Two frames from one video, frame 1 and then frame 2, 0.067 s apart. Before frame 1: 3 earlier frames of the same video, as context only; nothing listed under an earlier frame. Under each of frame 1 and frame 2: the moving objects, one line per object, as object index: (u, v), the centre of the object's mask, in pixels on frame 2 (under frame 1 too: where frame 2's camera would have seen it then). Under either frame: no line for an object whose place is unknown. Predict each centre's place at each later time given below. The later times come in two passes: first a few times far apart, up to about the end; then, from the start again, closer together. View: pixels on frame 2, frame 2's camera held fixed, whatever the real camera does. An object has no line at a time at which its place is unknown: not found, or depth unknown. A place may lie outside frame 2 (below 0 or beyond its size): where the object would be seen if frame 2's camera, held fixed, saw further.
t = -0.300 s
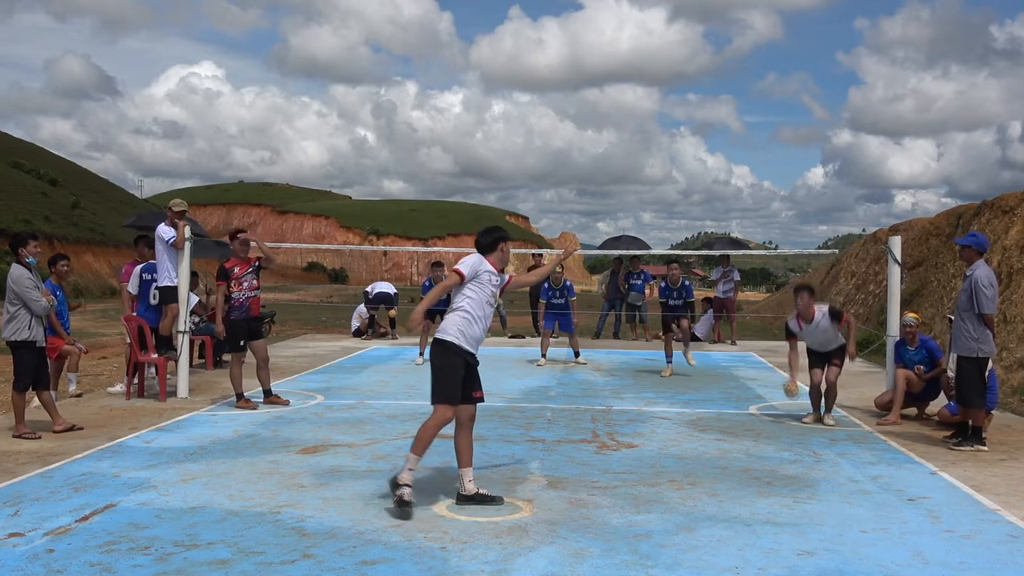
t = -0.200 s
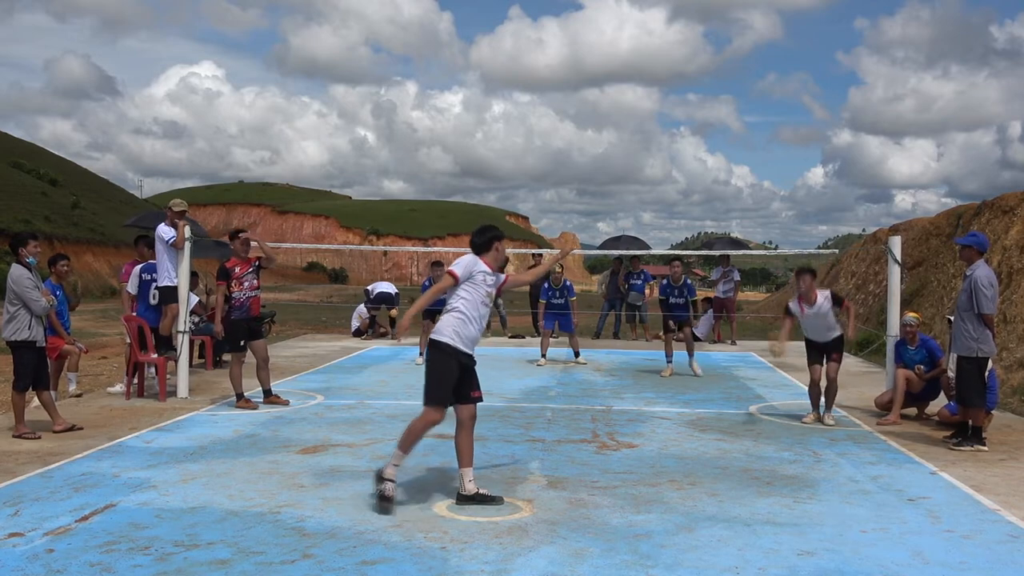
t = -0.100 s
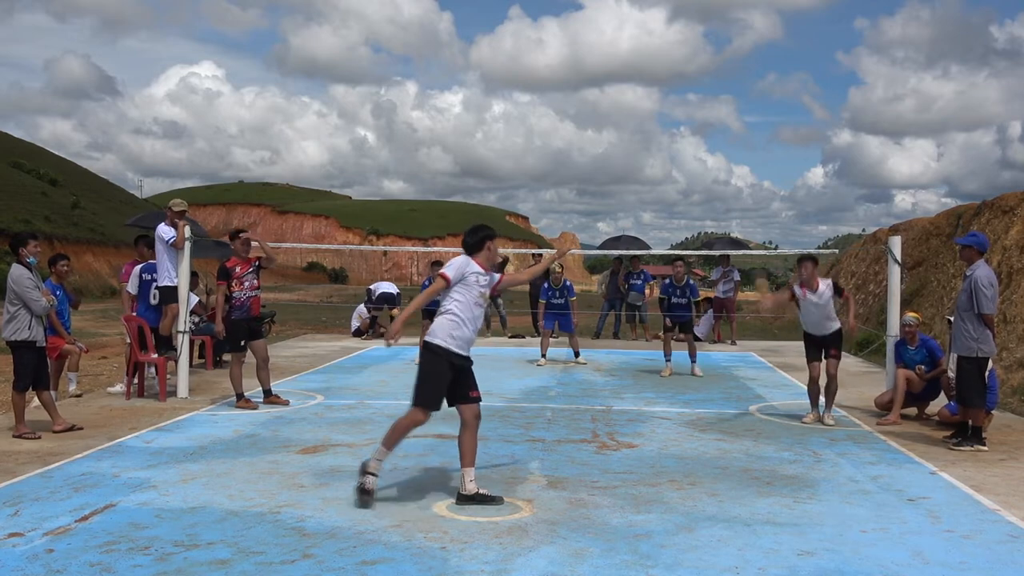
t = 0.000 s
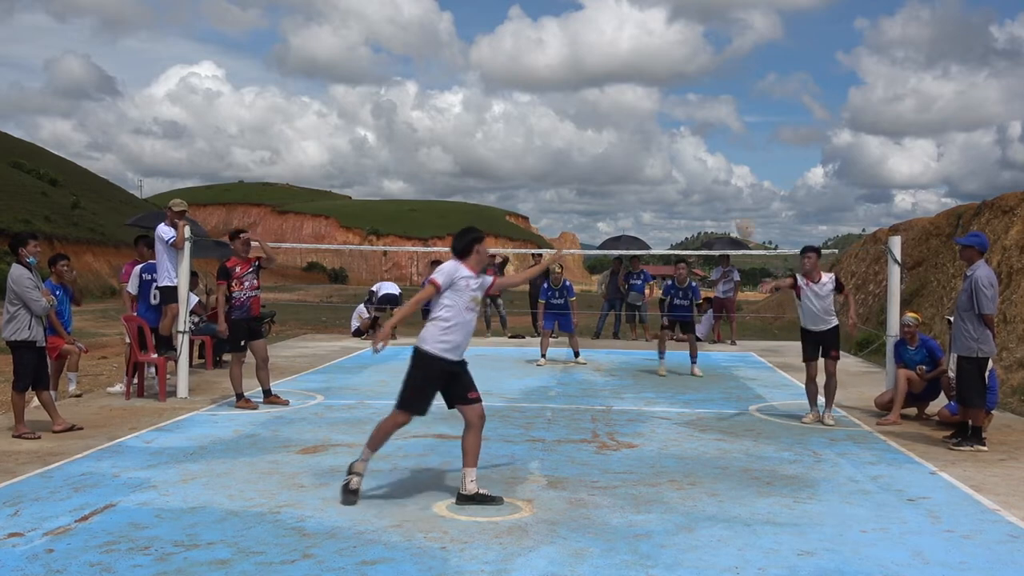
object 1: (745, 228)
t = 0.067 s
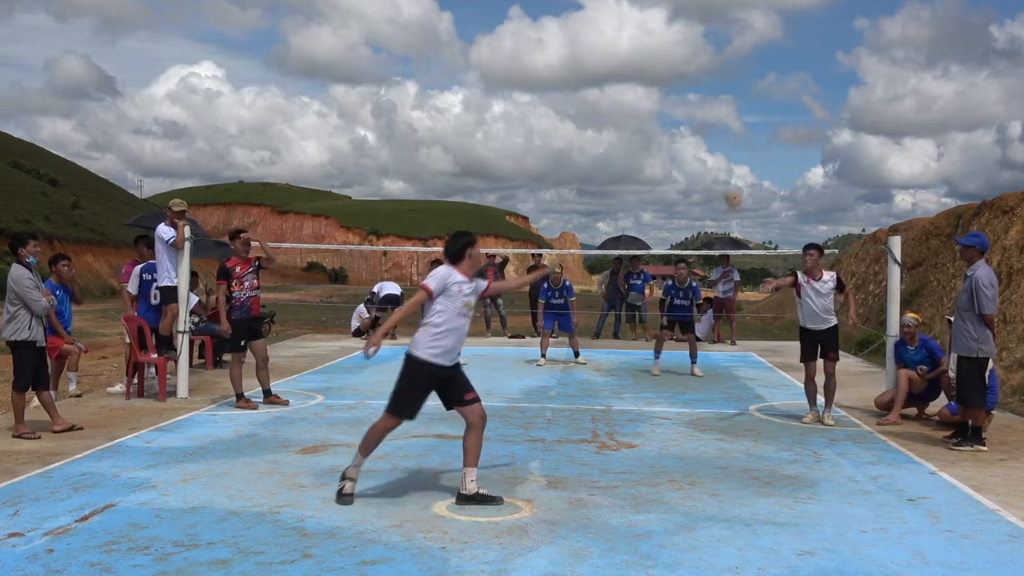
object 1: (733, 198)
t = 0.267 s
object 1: (693, 128)
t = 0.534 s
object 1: (628, 109)
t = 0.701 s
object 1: (580, 152)
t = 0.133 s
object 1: (720, 171)
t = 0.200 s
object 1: (707, 147)
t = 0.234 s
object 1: (700, 136)
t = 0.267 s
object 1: (693, 128)
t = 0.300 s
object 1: (685, 120)
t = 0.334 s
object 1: (679, 114)
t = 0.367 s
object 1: (671, 110)
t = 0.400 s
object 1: (663, 107)
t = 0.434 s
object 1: (654, 104)
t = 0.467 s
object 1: (646, 104)
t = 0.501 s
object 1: (637, 105)
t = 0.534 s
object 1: (628, 109)
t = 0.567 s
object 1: (619, 113)
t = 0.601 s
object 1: (611, 119)
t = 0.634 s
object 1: (601, 128)
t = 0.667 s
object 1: (592, 138)
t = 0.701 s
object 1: (580, 152)
